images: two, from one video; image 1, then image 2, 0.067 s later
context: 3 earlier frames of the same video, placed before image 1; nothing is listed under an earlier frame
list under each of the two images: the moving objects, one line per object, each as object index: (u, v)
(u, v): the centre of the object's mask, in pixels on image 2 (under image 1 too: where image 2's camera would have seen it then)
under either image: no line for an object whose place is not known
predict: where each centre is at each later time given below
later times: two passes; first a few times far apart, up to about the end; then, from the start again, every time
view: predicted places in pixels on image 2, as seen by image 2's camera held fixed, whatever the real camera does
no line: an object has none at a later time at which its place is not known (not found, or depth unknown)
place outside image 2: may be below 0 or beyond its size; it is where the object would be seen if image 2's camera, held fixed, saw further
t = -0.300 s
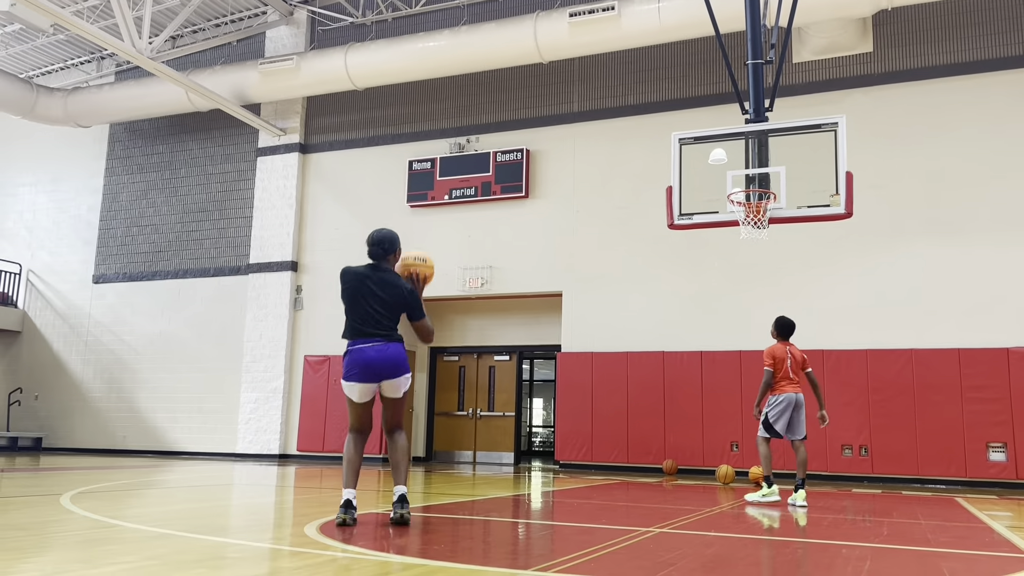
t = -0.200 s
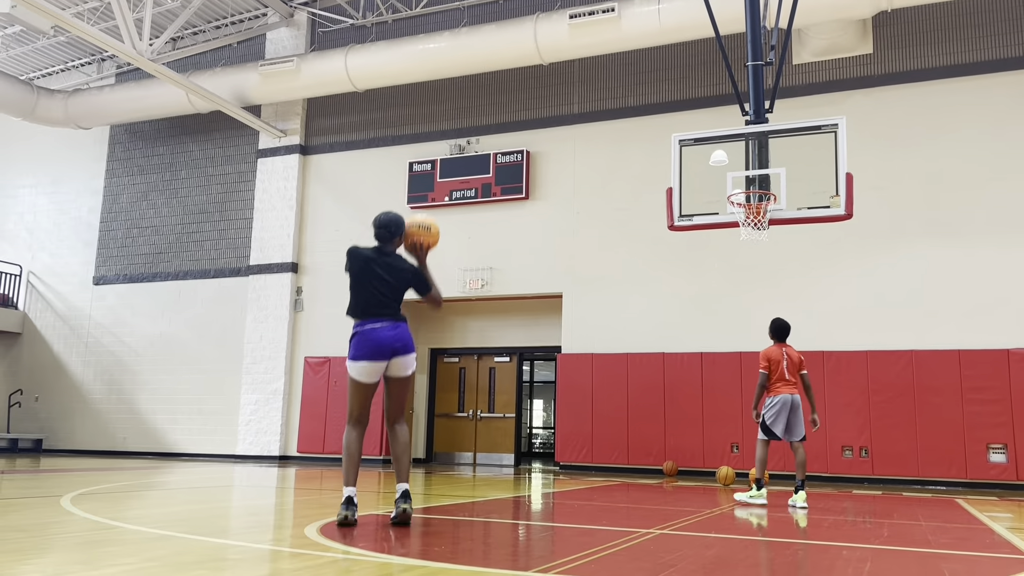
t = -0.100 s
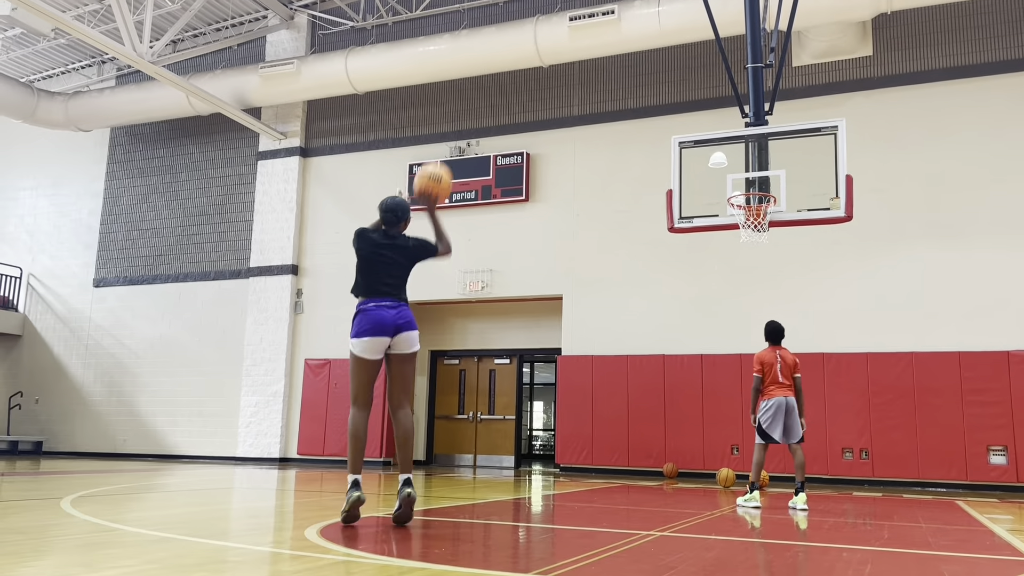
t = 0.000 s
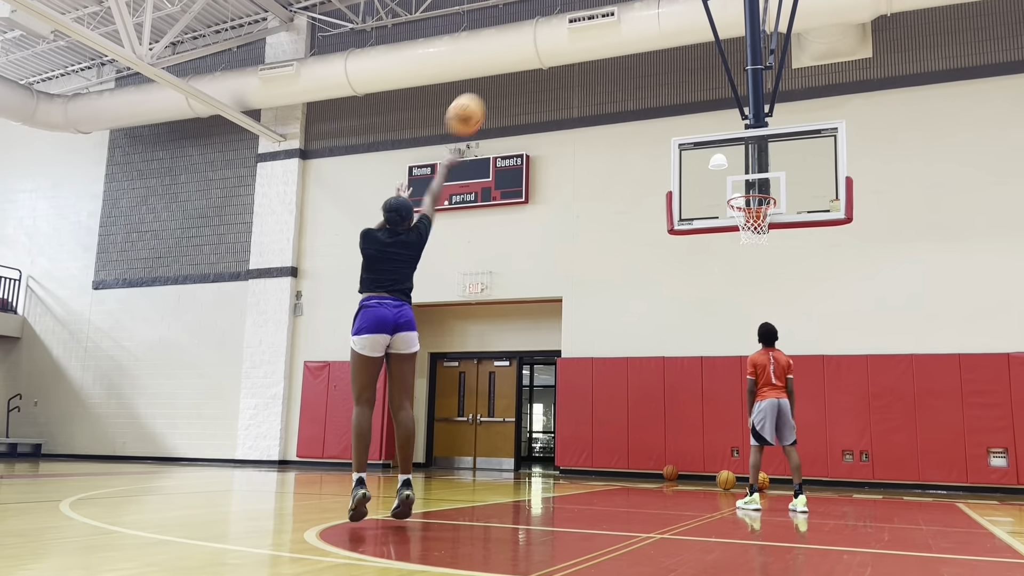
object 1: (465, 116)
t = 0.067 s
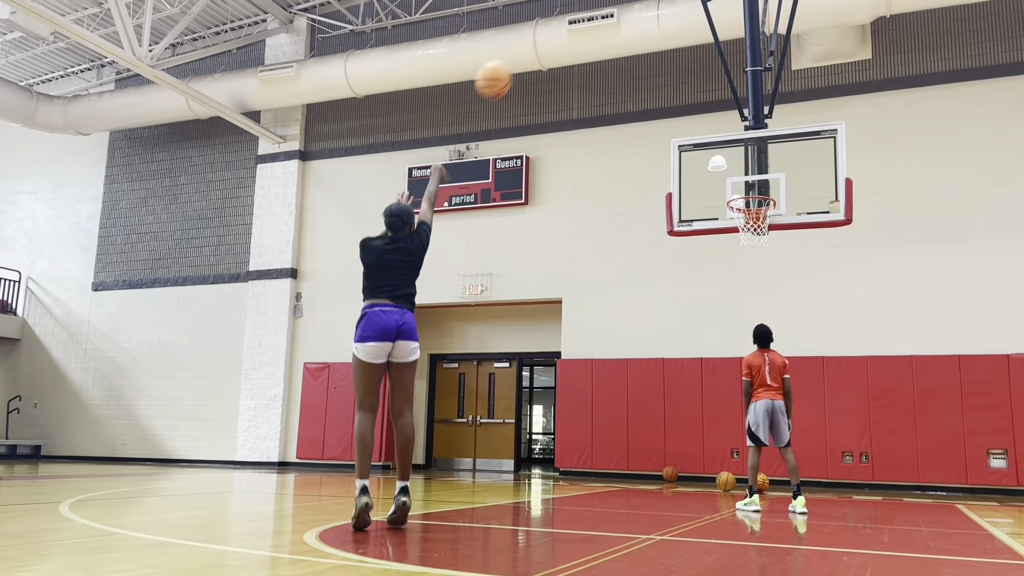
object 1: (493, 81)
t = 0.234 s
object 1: (554, 24)
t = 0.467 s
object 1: (620, 11)
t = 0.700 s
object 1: (672, 54)
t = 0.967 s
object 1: (722, 151)
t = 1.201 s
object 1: (741, 166)
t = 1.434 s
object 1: (750, 170)
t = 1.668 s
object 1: (757, 185)
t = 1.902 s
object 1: (761, 171)
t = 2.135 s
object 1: (767, 190)
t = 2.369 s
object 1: (774, 180)
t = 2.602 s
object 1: (788, 195)
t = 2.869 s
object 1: (809, 213)
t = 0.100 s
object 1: (507, 65)
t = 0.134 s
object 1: (520, 52)
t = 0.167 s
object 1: (532, 40)
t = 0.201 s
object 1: (544, 31)
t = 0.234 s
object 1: (554, 24)
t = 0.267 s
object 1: (565, 17)
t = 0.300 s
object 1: (575, 13)
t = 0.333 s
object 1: (585, 10)
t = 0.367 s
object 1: (594, 8)
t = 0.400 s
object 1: (603, 8)
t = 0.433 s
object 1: (612, 9)
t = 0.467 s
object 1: (620, 11)
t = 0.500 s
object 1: (628, 14)
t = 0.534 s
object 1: (636, 18)
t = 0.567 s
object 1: (643, 23)
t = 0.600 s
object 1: (651, 30)
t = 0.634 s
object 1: (659, 37)
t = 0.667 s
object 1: (666, 46)
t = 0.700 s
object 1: (672, 54)
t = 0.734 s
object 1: (679, 63)
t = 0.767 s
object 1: (685, 73)
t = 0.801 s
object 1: (692, 84)
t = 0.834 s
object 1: (698, 97)
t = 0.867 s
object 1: (704, 108)
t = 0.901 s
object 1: (710, 122)
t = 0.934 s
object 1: (716, 137)
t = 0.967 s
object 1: (722, 151)
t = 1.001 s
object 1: (728, 168)
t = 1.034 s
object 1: (733, 183)
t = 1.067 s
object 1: (736, 185)
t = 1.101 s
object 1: (737, 179)
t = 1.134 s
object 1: (738, 174)
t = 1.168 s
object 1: (740, 169)
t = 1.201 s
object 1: (741, 166)
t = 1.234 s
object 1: (742, 163)
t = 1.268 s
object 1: (744, 162)
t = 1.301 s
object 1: (744, 162)
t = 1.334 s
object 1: (746, 162)
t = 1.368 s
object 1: (747, 164)
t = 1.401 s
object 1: (748, 166)
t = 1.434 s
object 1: (750, 170)
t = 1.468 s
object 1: (751, 175)
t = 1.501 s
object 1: (752, 180)
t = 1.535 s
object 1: (754, 186)
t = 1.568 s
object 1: (755, 190)
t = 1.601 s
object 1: (755, 195)
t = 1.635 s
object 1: (757, 189)
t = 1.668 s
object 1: (757, 185)
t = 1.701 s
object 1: (757, 180)
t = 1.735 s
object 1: (758, 176)
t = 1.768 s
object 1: (759, 173)
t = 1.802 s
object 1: (759, 171)
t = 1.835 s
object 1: (760, 170)
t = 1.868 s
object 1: (760, 170)
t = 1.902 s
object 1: (761, 171)
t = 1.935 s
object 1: (762, 173)
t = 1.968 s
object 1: (762, 176)
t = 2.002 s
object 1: (763, 180)
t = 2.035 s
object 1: (764, 185)
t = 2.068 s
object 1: (765, 190)
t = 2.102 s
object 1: (767, 194)
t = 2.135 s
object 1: (767, 190)
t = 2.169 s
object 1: (768, 188)
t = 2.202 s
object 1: (770, 184)
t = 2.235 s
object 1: (771, 181)
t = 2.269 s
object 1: (772, 180)
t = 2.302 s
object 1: (773, 179)
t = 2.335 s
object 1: (773, 179)
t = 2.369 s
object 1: (774, 180)
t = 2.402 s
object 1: (774, 182)
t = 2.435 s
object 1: (775, 185)
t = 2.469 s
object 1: (775, 189)
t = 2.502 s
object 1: (777, 193)
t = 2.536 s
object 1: (779, 197)
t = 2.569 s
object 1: (782, 196)
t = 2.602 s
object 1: (788, 195)
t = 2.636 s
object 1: (792, 196)
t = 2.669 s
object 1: (795, 195)
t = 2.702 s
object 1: (797, 196)
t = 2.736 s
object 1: (799, 197)
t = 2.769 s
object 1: (802, 200)
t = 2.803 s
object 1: (804, 203)
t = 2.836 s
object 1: (807, 207)
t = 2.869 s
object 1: (809, 213)
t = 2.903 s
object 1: (812, 220)
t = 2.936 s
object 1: (815, 228)
